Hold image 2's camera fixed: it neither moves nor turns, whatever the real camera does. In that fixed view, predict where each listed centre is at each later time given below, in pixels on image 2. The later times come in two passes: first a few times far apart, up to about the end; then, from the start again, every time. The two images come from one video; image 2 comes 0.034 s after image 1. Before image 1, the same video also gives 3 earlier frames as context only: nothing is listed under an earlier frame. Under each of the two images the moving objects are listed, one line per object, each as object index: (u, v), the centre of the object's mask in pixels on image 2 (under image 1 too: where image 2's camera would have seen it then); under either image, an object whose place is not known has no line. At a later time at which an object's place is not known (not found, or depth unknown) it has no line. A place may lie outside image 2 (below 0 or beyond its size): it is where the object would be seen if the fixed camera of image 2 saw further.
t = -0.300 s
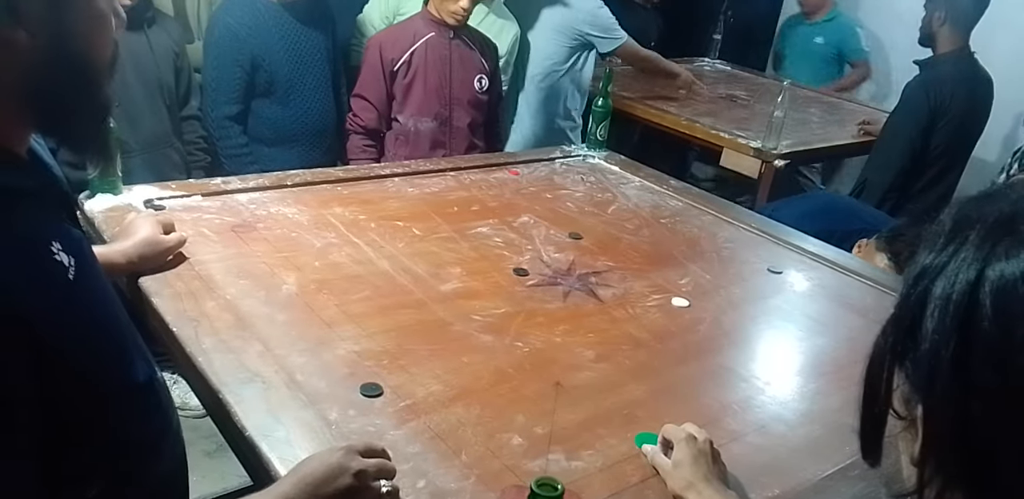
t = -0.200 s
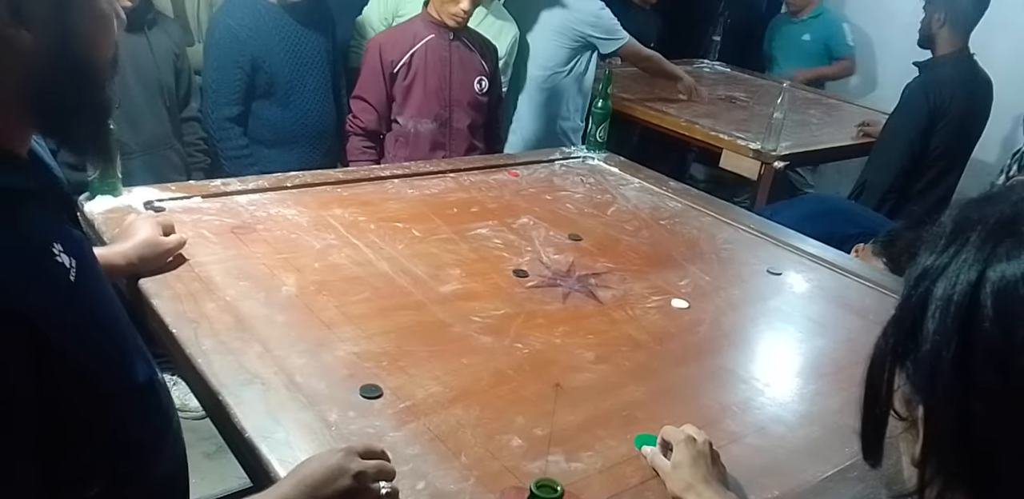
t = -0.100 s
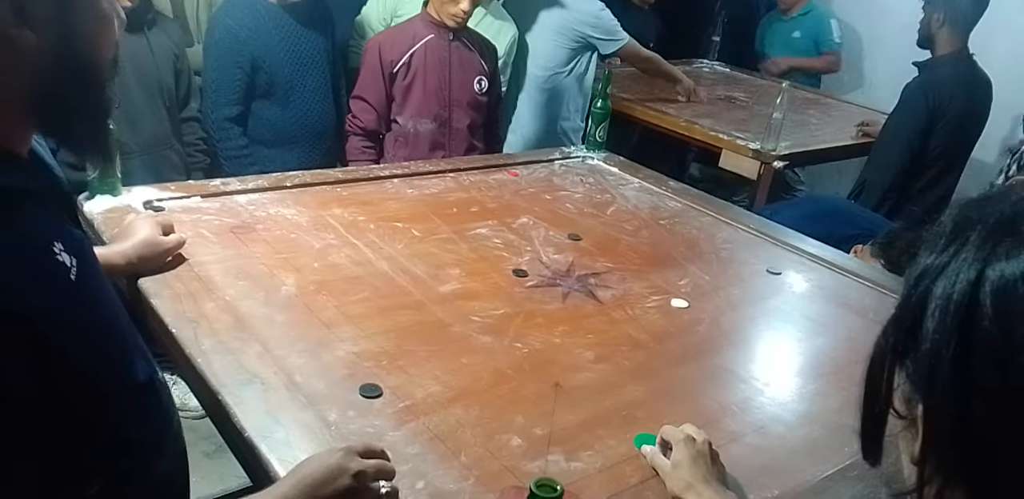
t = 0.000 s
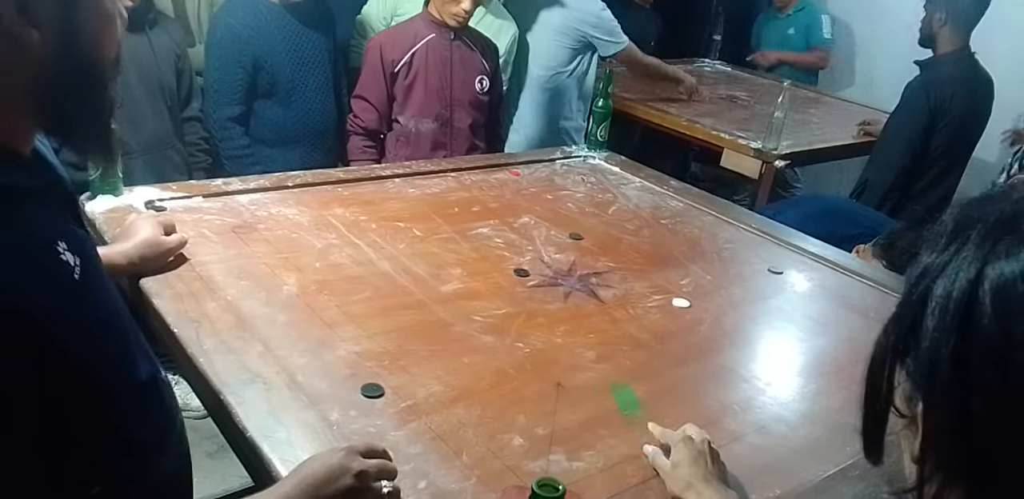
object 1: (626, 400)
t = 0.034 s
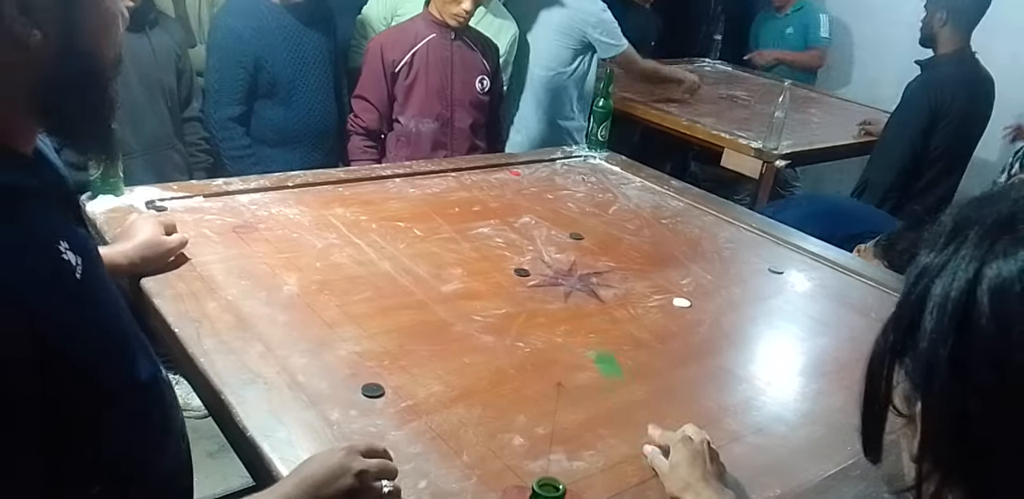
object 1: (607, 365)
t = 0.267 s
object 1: (526, 216)
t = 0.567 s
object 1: (557, 200)
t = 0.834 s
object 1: (644, 241)
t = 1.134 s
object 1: (706, 271)
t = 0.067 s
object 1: (591, 334)
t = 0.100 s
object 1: (577, 307)
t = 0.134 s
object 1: (564, 284)
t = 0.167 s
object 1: (553, 264)
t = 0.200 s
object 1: (542, 246)
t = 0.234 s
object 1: (534, 230)
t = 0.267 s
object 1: (526, 216)
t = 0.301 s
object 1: (519, 202)
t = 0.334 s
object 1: (512, 191)
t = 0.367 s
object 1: (507, 180)
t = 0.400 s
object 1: (500, 172)
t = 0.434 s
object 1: (509, 177)
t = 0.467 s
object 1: (521, 182)
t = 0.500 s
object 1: (533, 188)
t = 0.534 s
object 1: (546, 194)
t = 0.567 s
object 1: (557, 200)
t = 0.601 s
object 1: (569, 206)
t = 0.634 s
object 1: (581, 211)
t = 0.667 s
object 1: (591, 215)
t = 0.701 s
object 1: (603, 221)
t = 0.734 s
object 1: (614, 226)
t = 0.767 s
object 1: (624, 231)
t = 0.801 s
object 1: (634, 236)
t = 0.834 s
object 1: (644, 241)
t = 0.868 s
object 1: (653, 245)
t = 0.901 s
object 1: (661, 249)
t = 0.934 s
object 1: (670, 253)
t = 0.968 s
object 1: (677, 257)
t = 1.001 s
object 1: (684, 260)
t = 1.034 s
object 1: (689, 262)
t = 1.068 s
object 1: (697, 266)
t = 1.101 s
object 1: (702, 269)
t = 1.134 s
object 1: (706, 271)
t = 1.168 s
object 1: (710, 273)
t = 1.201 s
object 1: (713, 274)
